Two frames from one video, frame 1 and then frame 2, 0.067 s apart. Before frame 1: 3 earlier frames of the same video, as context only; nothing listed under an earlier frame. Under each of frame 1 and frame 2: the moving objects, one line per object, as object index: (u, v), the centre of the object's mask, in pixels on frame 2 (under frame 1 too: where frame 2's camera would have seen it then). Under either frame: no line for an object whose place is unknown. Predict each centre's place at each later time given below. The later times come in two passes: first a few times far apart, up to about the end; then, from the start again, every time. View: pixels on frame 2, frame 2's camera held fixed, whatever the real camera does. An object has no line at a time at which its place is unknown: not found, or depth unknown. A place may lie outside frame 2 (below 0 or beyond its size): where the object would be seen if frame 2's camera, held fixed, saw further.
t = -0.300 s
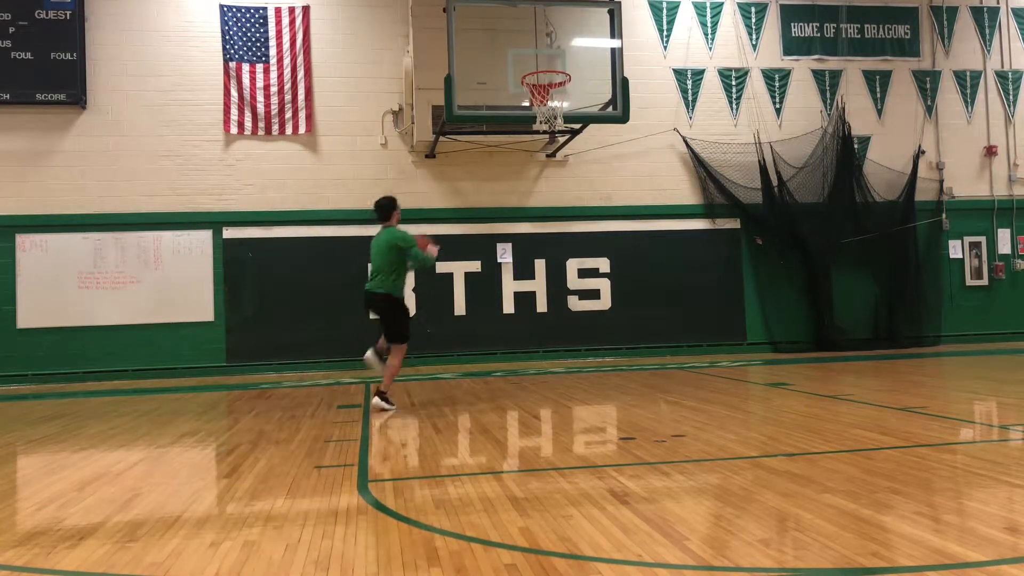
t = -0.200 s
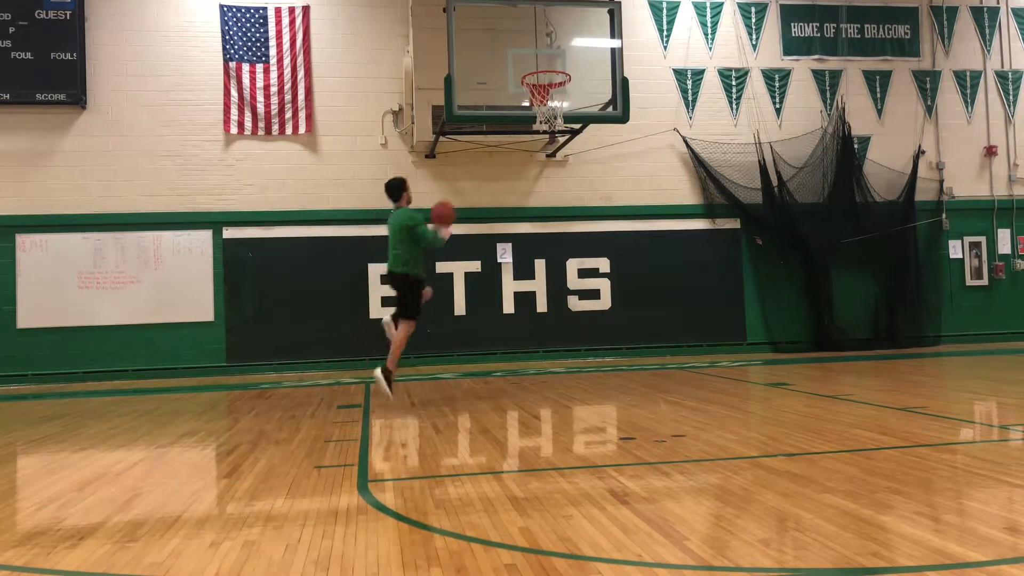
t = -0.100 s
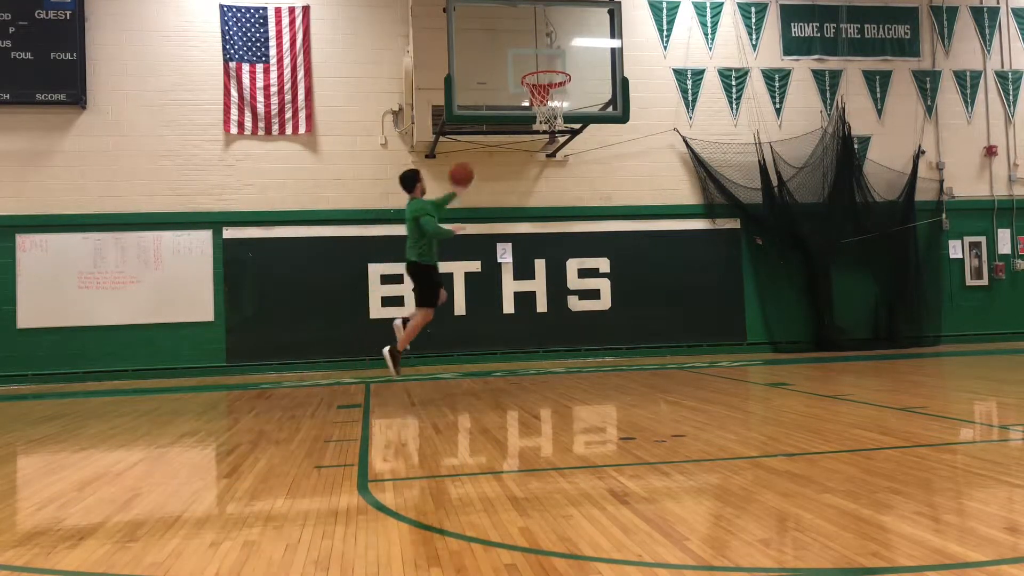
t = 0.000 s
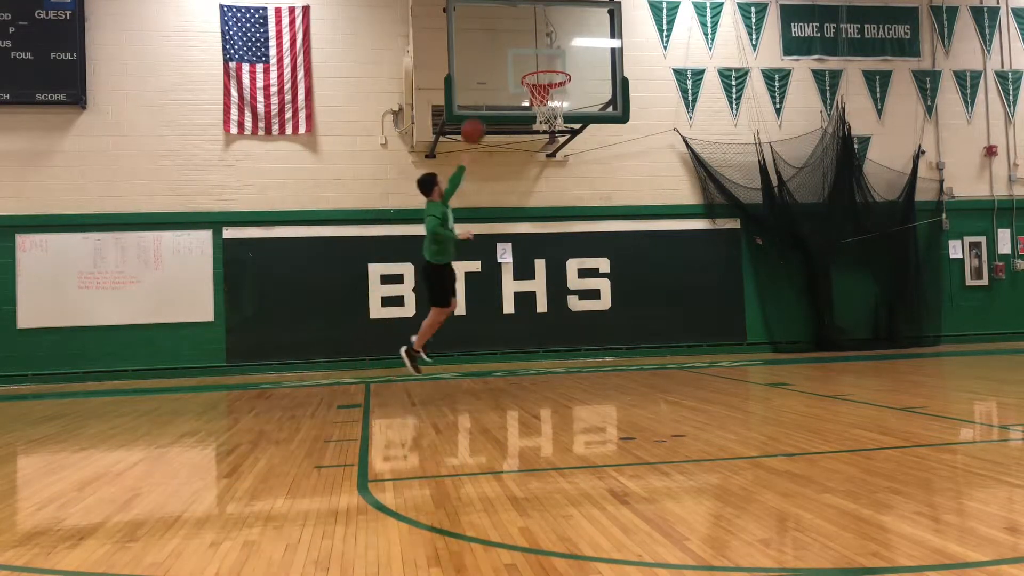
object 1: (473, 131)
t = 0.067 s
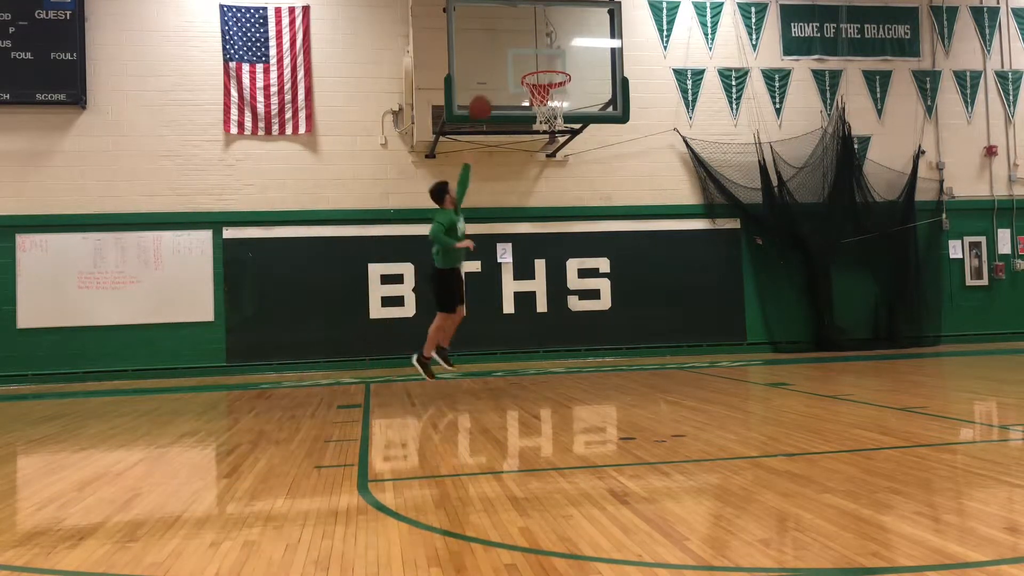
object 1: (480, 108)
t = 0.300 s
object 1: (502, 62)
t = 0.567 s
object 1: (524, 61)
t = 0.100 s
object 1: (483, 98)
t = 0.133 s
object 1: (487, 90)
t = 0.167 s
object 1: (490, 82)
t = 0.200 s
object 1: (493, 76)
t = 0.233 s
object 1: (497, 70)
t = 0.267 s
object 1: (500, 66)
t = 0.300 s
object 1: (502, 62)
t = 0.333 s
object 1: (505, 59)
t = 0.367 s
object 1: (508, 57)
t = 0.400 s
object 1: (510, 56)
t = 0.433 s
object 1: (513, 56)
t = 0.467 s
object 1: (516, 57)
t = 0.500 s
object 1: (519, 60)
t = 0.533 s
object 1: (522, 64)
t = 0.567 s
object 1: (524, 61)
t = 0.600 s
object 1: (526, 59)
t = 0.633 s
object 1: (527, 58)
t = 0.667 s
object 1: (529, 58)
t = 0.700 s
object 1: (531, 59)
